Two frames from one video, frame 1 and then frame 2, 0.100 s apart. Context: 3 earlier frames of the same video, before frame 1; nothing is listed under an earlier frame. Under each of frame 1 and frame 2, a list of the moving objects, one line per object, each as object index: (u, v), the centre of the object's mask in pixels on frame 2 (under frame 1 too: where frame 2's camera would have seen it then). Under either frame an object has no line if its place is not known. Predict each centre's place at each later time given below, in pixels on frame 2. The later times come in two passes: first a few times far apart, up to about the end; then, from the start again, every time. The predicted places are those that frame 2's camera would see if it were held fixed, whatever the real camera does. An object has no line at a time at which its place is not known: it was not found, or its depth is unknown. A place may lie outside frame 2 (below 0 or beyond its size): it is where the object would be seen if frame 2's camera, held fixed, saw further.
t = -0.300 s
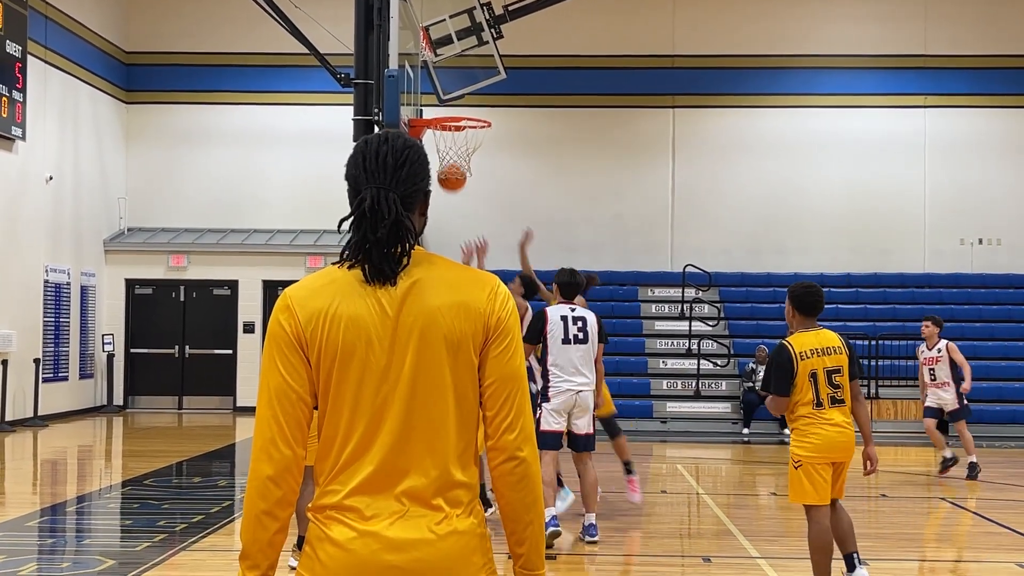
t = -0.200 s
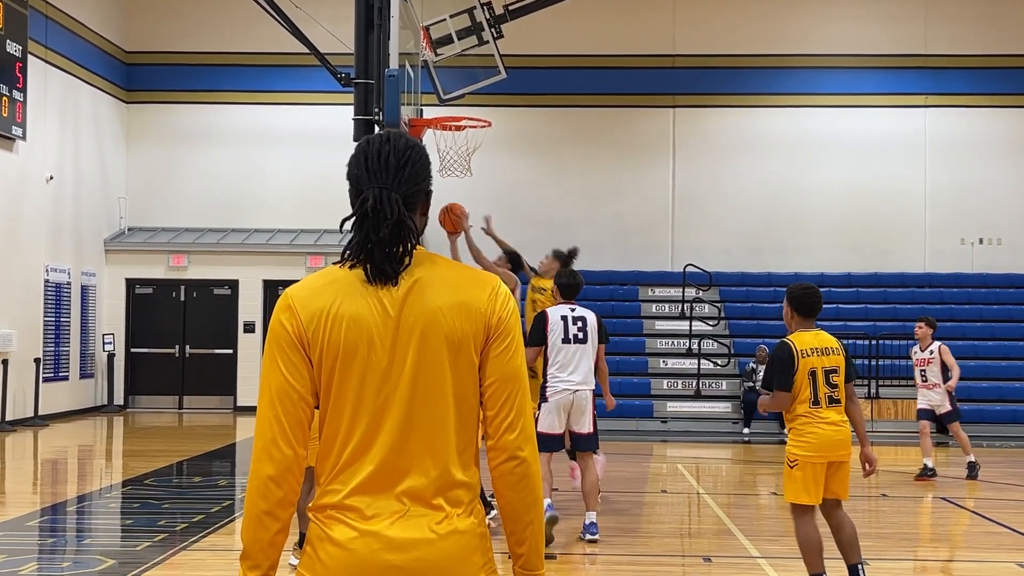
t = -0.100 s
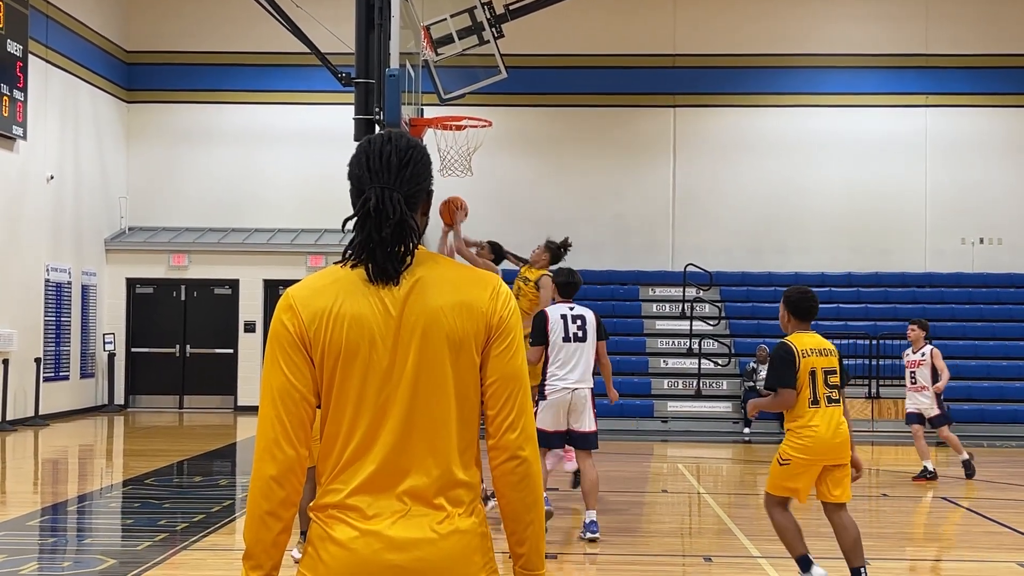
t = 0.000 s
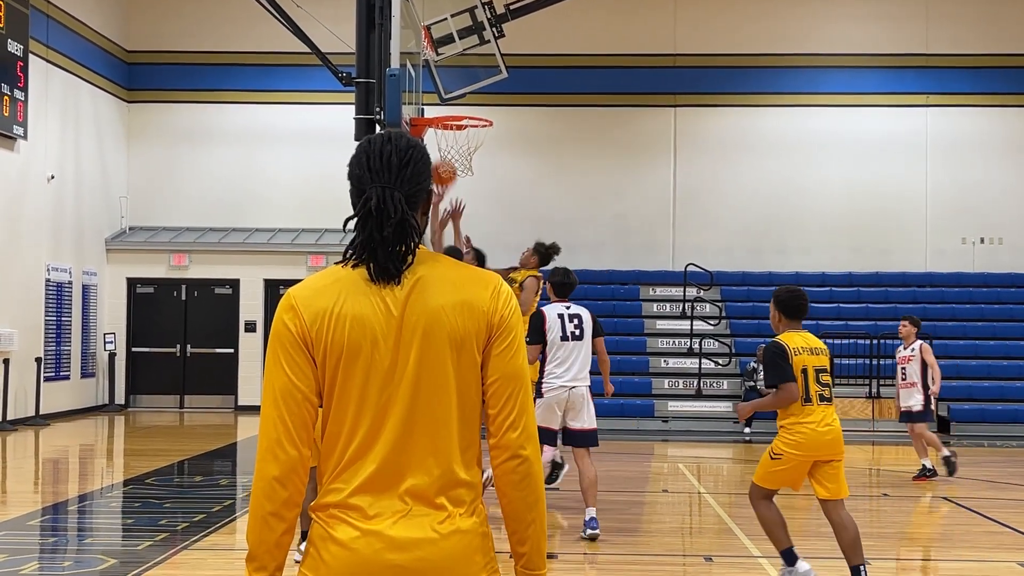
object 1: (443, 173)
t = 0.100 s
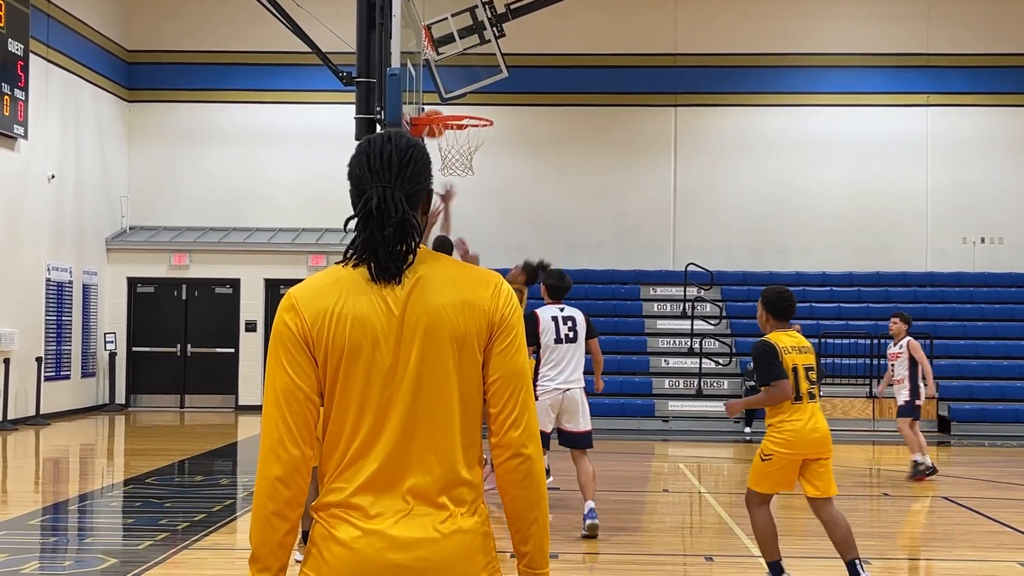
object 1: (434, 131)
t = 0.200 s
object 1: (440, 102)
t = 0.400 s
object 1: (456, 97)
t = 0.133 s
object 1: (435, 109)
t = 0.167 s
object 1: (437, 106)
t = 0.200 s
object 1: (440, 102)
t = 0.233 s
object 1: (443, 98)
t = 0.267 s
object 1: (445, 95)
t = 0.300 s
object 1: (448, 94)
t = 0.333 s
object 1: (451, 94)
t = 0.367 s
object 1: (453, 95)
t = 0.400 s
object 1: (456, 97)
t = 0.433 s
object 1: (459, 100)
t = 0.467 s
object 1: (462, 104)
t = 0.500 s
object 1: (465, 108)
